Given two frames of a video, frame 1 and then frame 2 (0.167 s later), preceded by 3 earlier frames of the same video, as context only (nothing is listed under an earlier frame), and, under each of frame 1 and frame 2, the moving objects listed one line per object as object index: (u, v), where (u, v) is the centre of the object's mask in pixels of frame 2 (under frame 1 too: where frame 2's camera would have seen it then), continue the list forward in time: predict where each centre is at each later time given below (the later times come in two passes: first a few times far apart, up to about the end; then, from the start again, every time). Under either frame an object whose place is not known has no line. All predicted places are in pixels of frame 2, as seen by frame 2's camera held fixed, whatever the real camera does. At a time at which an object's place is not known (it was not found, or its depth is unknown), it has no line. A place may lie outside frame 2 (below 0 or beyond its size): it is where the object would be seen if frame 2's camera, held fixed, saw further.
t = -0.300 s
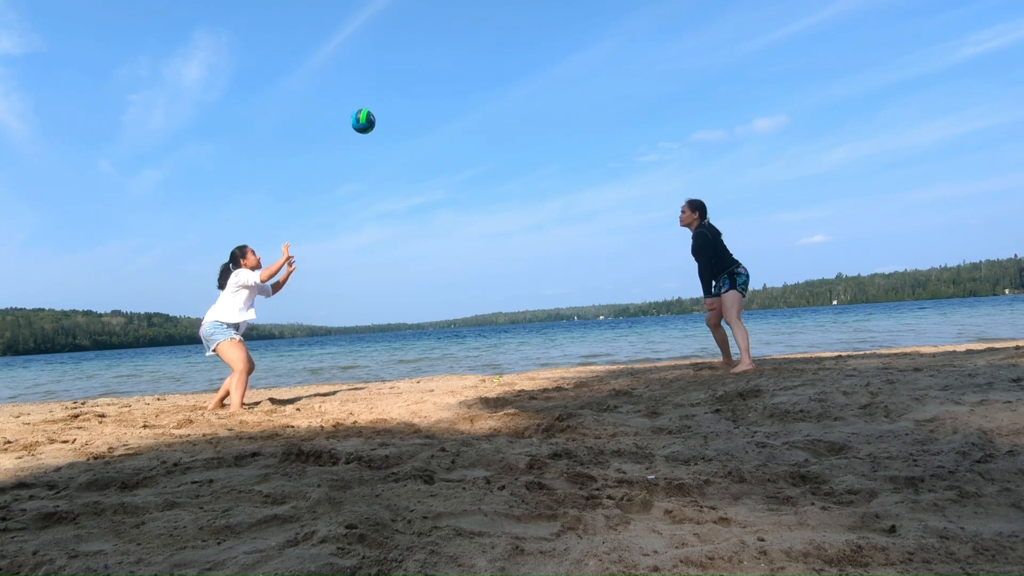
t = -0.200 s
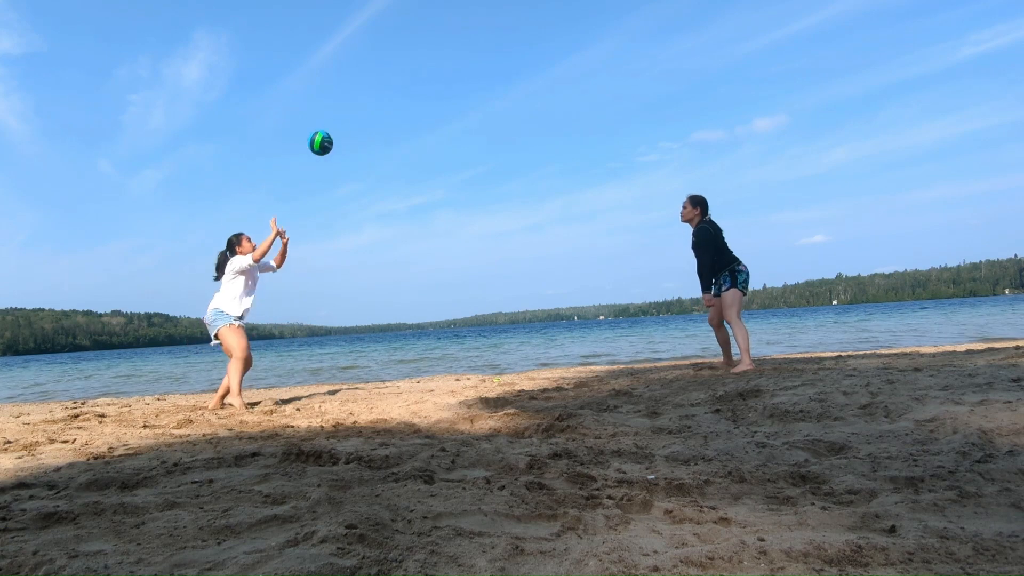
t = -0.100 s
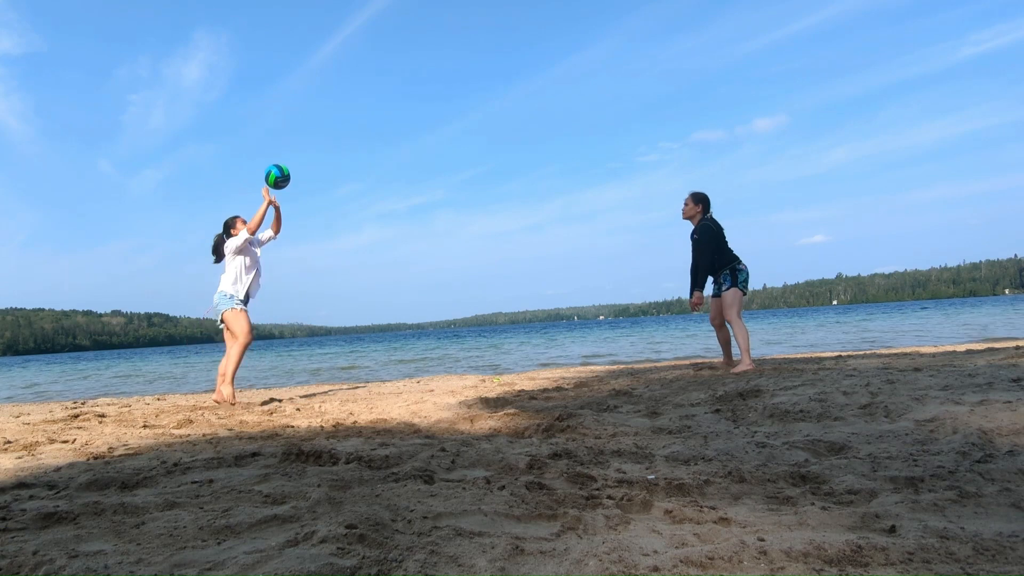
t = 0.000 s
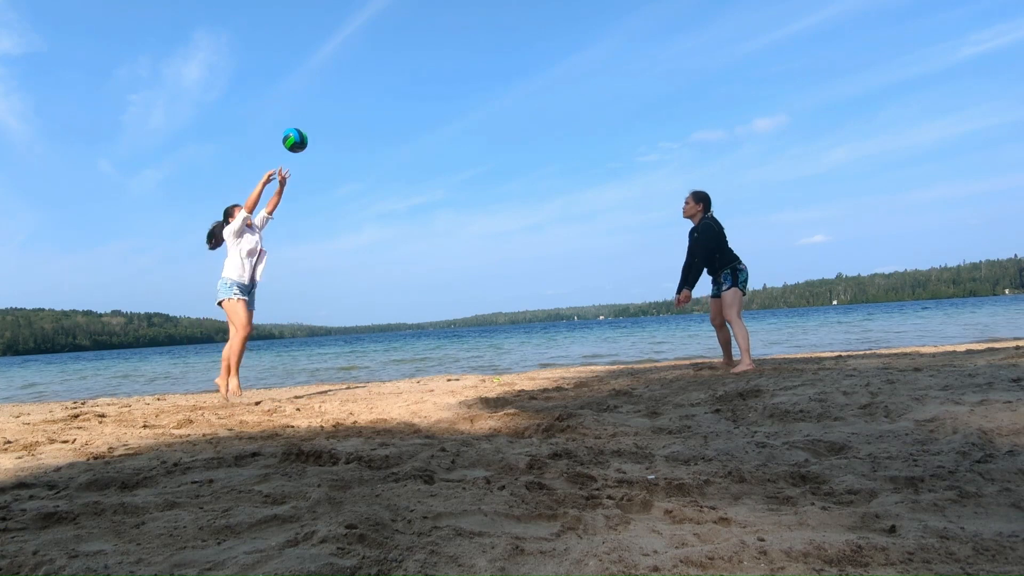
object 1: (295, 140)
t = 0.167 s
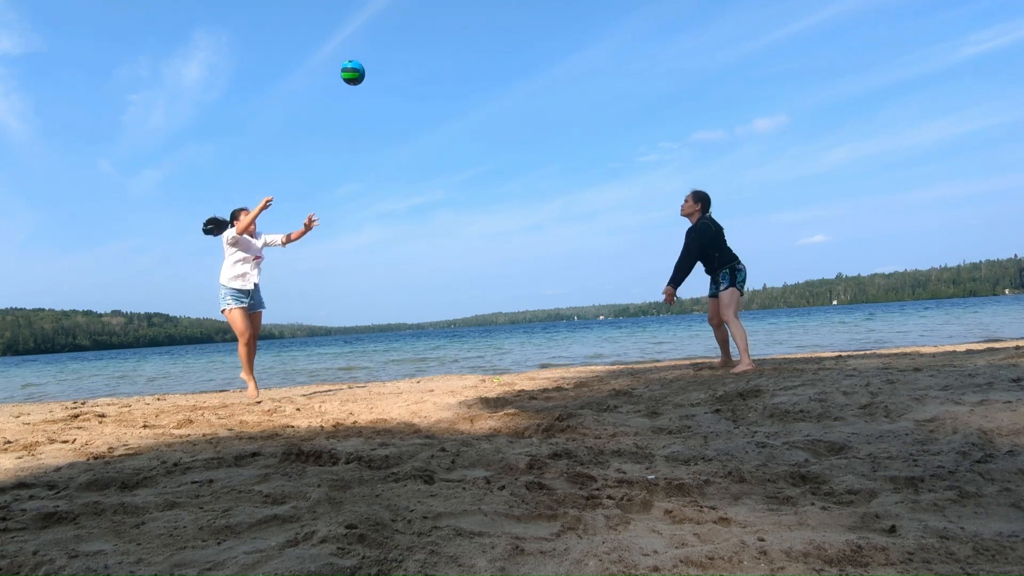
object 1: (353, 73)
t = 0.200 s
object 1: (364, 63)
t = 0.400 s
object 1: (432, 32)
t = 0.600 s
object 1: (501, 46)
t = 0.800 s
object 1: (572, 105)
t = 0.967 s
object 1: (633, 189)
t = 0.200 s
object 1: (364, 63)
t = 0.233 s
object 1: (375, 55)
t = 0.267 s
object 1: (386, 48)
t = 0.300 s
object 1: (397, 42)
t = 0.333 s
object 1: (409, 38)
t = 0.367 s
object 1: (420, 34)
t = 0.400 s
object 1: (432, 32)
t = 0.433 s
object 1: (443, 31)
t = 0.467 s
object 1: (454, 32)
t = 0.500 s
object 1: (466, 33)
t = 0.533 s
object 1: (477, 36)
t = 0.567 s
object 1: (489, 40)
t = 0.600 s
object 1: (501, 46)
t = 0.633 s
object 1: (512, 52)
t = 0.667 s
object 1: (524, 60)
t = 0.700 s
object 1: (536, 69)
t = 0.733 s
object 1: (547, 80)
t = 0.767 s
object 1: (559, 92)
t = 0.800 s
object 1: (572, 105)
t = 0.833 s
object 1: (584, 119)
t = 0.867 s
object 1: (596, 134)
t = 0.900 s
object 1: (608, 151)
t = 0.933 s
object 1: (621, 169)
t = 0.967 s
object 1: (633, 189)
